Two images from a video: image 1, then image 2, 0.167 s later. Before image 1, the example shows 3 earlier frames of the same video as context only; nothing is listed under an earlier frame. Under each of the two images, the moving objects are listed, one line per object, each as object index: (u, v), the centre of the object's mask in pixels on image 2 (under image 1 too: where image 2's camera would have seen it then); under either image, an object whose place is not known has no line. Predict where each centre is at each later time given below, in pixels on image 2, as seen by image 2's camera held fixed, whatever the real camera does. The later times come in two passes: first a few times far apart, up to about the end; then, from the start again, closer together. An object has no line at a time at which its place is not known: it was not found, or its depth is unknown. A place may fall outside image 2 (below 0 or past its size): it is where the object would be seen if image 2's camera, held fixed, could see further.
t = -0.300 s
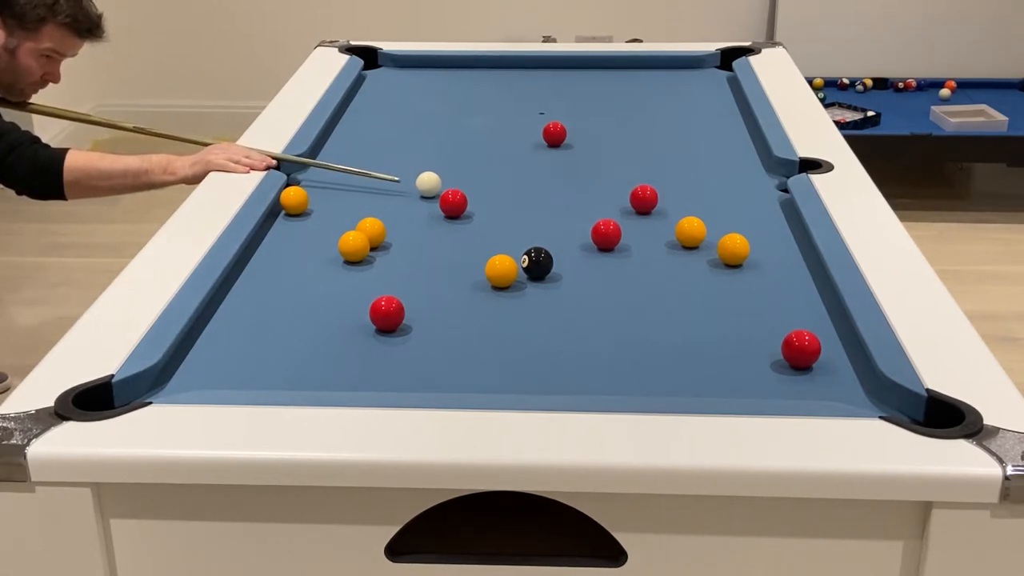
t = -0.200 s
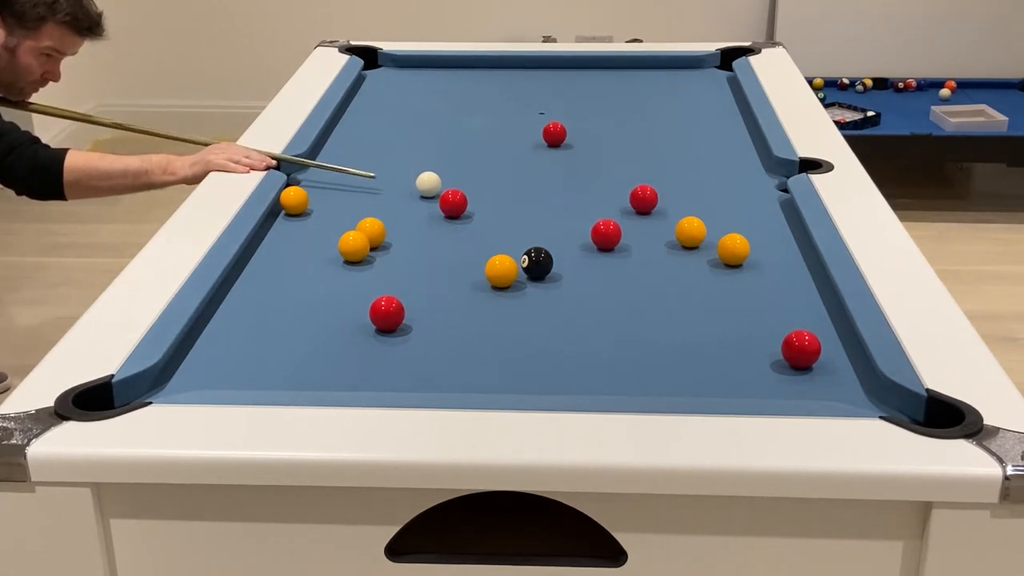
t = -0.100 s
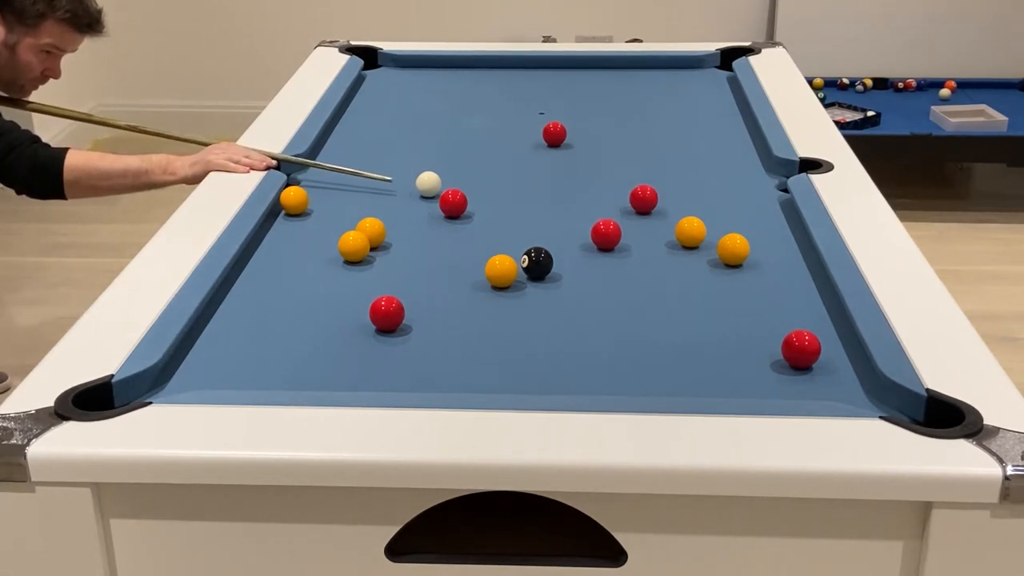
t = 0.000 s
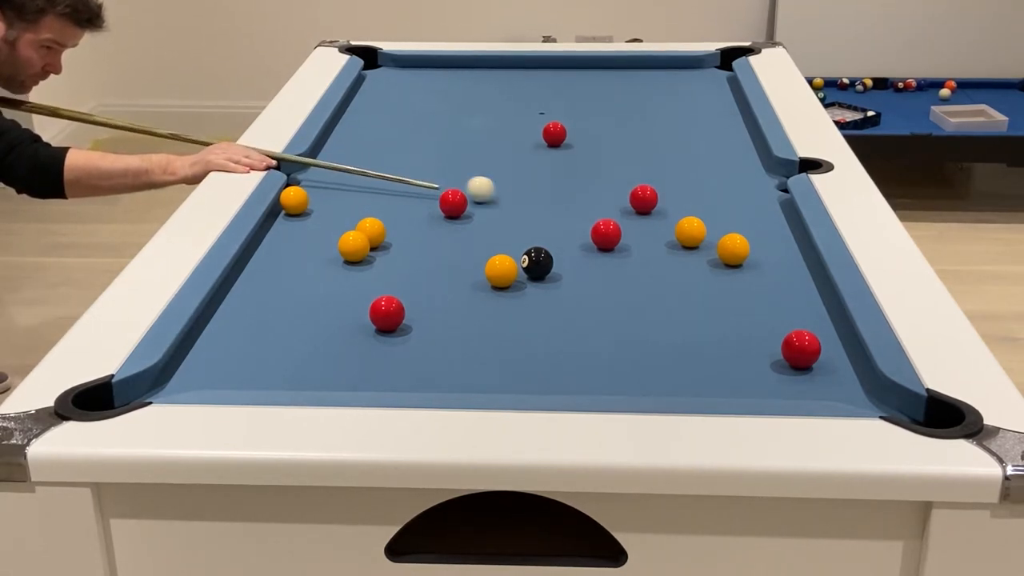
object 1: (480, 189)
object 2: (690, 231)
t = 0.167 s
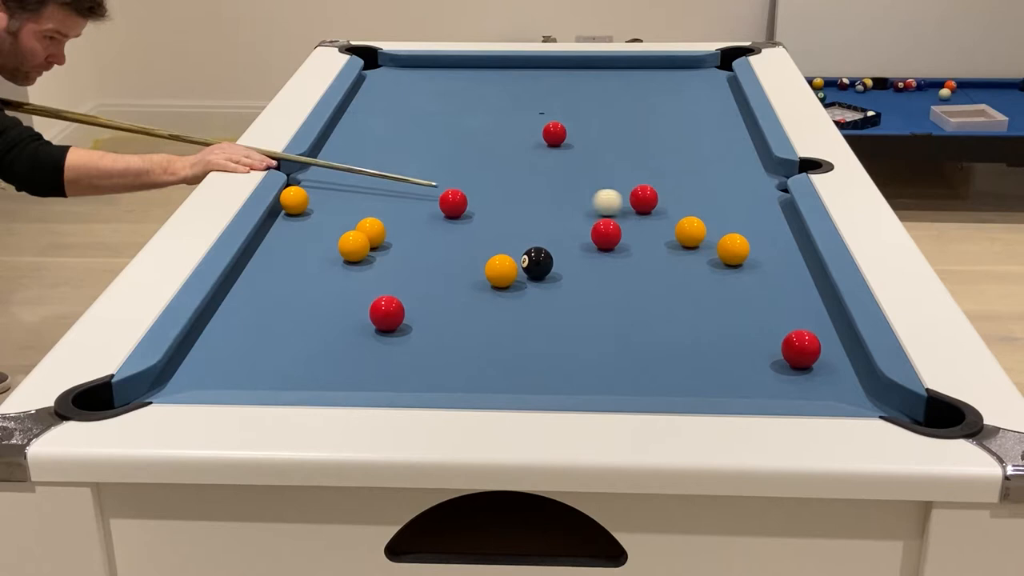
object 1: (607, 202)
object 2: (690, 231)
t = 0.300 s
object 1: (647, 218)
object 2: (690, 231)
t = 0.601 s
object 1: (656, 237)
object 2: (731, 234)
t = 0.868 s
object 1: (650, 249)
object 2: (763, 236)
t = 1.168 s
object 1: (643, 260)
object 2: (789, 238)
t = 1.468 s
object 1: (636, 269)
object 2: (786, 238)
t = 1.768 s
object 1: (632, 275)
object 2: (780, 238)
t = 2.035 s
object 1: (629, 279)
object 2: (779, 238)
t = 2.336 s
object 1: (628, 281)
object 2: (779, 238)
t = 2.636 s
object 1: (628, 280)
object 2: (779, 238)
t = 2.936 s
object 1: (628, 280)
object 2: (779, 238)
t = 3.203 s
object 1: (628, 280)
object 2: (779, 238)
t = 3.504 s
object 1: (628, 280)
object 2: (779, 238)
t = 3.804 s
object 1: (628, 280)
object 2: (779, 238)
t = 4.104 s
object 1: (628, 280)
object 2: (779, 238)
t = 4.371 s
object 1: (628, 280)
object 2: (779, 238)
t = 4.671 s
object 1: (628, 280)
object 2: (779, 238)
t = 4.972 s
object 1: (628, 281)
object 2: (779, 238)
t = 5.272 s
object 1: (628, 280)
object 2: (779, 238)
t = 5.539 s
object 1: (628, 280)
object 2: (779, 238)
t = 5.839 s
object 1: (628, 280)
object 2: (779, 238)
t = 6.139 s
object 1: (628, 281)
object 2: (779, 238)
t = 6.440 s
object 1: (628, 280)
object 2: (779, 238)
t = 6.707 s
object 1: (628, 280)
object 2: (779, 238)
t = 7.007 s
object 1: (628, 280)
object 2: (779, 238)
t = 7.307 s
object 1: (628, 280)
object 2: (779, 238)
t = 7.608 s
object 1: (628, 280)
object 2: (779, 238)
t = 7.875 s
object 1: (628, 280)
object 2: (779, 238)
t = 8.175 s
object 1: (628, 280)
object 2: (779, 238)
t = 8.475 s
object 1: (628, 280)
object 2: (779, 238)
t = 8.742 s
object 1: (628, 280)
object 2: (779, 238)
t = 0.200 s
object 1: (622, 206)
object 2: (690, 231)
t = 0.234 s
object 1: (630, 210)
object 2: (690, 231)
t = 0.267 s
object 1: (638, 214)
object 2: (690, 231)
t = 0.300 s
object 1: (647, 218)
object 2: (690, 231)
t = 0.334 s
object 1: (655, 222)
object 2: (690, 231)
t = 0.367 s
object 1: (663, 225)
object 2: (690, 232)
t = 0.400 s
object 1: (662, 227)
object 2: (699, 234)
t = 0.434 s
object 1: (660, 229)
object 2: (707, 235)
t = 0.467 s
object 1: (659, 230)
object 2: (713, 236)
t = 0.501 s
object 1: (659, 232)
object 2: (717, 235)
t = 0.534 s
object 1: (658, 233)
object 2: (722, 235)
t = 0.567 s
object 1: (657, 235)
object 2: (726, 234)
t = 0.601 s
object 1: (656, 237)
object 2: (731, 234)
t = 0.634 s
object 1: (655, 238)
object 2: (736, 234)
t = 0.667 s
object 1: (655, 240)
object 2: (740, 234)
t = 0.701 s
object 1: (654, 241)
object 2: (744, 234)
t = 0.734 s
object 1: (653, 243)
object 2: (748, 234)
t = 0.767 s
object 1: (652, 244)
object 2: (752, 235)
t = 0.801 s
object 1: (651, 246)
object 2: (756, 235)
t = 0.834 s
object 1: (651, 247)
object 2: (759, 236)
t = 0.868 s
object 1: (650, 249)
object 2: (763, 236)
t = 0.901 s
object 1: (649, 250)
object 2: (766, 237)
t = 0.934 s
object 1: (648, 252)
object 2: (769, 237)
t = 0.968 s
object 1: (647, 253)
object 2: (772, 238)
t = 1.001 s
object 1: (647, 254)
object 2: (775, 238)
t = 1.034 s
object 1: (646, 255)
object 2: (778, 238)
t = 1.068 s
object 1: (645, 257)
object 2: (781, 238)
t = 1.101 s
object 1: (644, 258)
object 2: (784, 238)
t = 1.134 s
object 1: (644, 259)
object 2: (787, 238)
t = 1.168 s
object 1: (643, 260)
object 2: (789, 238)
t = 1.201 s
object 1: (642, 261)
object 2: (792, 238)
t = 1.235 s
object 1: (641, 262)
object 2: (794, 238)
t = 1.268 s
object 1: (641, 264)
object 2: (793, 238)
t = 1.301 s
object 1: (640, 265)
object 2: (792, 238)
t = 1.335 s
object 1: (639, 266)
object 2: (790, 238)
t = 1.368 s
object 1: (638, 267)
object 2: (789, 238)
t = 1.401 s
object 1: (638, 268)
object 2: (788, 238)
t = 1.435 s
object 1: (637, 269)
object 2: (787, 238)
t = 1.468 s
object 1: (636, 269)
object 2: (786, 238)
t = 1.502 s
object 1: (636, 270)
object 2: (785, 238)
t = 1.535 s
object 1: (635, 271)
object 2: (784, 238)
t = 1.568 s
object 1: (635, 272)
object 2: (783, 238)
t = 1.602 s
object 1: (634, 273)
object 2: (782, 238)
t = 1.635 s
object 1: (634, 274)
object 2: (781, 238)
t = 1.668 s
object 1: (633, 274)
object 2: (781, 238)
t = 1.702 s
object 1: (632, 275)
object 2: (781, 238)
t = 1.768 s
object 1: (632, 275)
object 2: (780, 238)
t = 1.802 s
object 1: (632, 276)
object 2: (780, 238)
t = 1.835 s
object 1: (631, 277)
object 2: (779, 238)
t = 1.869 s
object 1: (631, 277)
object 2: (779, 238)
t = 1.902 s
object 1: (630, 277)
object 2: (779, 238)
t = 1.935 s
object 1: (630, 278)
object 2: (779, 238)
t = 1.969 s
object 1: (629, 278)
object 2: (779, 238)
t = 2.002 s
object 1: (629, 279)
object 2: (779, 238)
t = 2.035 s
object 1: (629, 279)
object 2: (779, 238)
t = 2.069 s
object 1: (629, 279)
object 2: (779, 238)
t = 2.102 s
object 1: (629, 280)
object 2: (779, 238)
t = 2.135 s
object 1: (629, 280)
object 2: (779, 238)
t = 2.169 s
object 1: (629, 280)
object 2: (779, 238)
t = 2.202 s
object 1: (628, 280)
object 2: (779, 238)
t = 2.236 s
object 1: (628, 280)
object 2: (779, 238)
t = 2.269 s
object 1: (628, 280)
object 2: (779, 238)
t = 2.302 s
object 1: (628, 281)
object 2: (779, 238)
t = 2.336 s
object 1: (628, 281)
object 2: (779, 238)
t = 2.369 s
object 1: (628, 281)
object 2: (779, 238)
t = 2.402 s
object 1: (628, 280)
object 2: (779, 238)
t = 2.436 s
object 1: (628, 280)
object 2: (779, 238)
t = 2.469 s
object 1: (628, 280)
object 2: (779, 238)
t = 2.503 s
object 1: (628, 280)
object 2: (779, 238)
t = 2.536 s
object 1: (628, 280)
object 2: (779, 238)
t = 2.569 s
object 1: (628, 280)
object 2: (779, 238)
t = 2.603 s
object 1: (628, 280)
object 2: (779, 238)
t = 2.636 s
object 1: (628, 280)
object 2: (779, 238)
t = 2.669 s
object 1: (628, 280)
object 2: (779, 238)
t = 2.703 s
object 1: (628, 280)
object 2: (779, 238)
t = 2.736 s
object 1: (628, 280)
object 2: (779, 238)
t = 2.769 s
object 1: (628, 280)
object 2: (779, 238)
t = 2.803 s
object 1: (628, 280)
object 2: (779, 238)
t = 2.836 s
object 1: (628, 281)
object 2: (779, 238)
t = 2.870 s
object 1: (628, 280)
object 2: (779, 238)
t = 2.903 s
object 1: (628, 280)
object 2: (779, 238)
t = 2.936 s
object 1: (628, 280)
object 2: (779, 238)
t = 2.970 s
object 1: (628, 280)
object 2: (779, 238)
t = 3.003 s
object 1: (628, 280)
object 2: (779, 238)
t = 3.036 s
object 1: (628, 280)
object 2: (779, 238)
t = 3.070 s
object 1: (628, 280)
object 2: (779, 238)
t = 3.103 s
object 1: (628, 280)
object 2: (779, 238)
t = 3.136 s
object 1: (628, 281)
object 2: (779, 238)
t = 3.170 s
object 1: (628, 280)
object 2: (779, 238)
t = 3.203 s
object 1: (628, 280)
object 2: (779, 238)
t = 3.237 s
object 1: (628, 280)
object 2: (779, 238)
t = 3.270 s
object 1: (628, 280)
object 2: (779, 238)
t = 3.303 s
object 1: (628, 280)
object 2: (779, 238)
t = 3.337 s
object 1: (628, 280)
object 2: (779, 238)
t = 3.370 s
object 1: (628, 280)
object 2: (779, 238)
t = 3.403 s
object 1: (628, 280)
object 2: (779, 238)
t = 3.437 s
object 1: (628, 280)
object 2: (779, 238)
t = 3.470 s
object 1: (628, 281)
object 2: (779, 238)
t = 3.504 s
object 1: (628, 280)
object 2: (779, 238)
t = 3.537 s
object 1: (628, 280)
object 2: (779, 238)
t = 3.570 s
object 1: (628, 280)
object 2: (779, 238)
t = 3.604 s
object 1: (628, 280)
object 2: (779, 238)
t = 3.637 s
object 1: (628, 280)
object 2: (779, 238)
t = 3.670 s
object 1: (628, 280)
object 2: (779, 238)
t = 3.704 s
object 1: (628, 280)
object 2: (779, 238)
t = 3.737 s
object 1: (628, 281)
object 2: (779, 238)
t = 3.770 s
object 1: (628, 280)
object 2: (779, 238)
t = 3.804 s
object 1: (628, 280)
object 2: (779, 238)
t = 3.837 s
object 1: (628, 280)
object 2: (779, 238)
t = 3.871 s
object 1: (628, 280)
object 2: (779, 238)
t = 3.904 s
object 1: (628, 280)
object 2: (779, 238)
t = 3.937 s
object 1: (628, 280)
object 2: (779, 238)
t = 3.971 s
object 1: (628, 281)
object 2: (779, 238)
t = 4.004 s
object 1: (628, 280)
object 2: (779, 238)
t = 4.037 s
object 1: (628, 280)
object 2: (779, 238)
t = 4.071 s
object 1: (628, 280)
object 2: (779, 238)
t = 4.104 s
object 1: (628, 280)
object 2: (779, 238)
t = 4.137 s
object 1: (628, 280)
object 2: (779, 238)
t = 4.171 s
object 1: (628, 280)
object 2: (779, 238)
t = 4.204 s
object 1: (628, 280)
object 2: (779, 238)
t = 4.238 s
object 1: (628, 280)
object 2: (779, 238)
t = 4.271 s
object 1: (628, 280)
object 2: (779, 238)
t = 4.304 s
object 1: (628, 280)
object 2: (779, 238)
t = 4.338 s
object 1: (628, 280)
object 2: (779, 238)
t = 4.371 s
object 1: (628, 280)
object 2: (779, 238)
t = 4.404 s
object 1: (628, 280)
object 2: (779, 238)
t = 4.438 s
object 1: (628, 280)
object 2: (779, 238)
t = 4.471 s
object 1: (628, 280)
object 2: (779, 238)
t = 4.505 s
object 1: (628, 280)
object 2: (779, 238)
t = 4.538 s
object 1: (628, 280)
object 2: (779, 238)
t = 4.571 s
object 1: (628, 280)
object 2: (779, 238)
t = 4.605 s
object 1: (628, 280)
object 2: (779, 238)
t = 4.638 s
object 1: (628, 280)
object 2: (779, 238)
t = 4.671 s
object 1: (628, 280)
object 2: (779, 238)
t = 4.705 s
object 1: (628, 281)
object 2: (779, 238)
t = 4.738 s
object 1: (628, 280)
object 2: (779, 238)
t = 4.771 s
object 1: (628, 280)
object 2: (779, 238)
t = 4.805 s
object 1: (628, 280)
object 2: (779, 238)
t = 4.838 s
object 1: (628, 280)
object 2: (779, 238)
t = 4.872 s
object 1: (628, 280)
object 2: (779, 238)
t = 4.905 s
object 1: (628, 280)
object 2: (779, 238)
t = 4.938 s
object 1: (628, 280)
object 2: (779, 238)
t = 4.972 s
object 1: (628, 281)
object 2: (779, 238)
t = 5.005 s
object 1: (628, 280)
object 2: (779, 238)
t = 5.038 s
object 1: (628, 280)
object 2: (779, 238)
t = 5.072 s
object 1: (628, 280)
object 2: (779, 238)
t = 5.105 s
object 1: (628, 280)
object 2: (779, 238)
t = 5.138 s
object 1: (628, 280)
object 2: (779, 238)
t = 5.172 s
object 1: (628, 280)
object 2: (779, 238)
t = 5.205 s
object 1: (628, 280)
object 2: (779, 238)
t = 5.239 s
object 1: (628, 280)
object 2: (779, 238)
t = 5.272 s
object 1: (628, 280)
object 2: (779, 238)
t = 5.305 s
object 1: (628, 280)
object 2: (779, 238)
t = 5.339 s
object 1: (628, 280)
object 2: (779, 238)
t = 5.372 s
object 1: (628, 280)
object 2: (779, 238)
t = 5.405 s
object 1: (628, 281)
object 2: (779, 238)
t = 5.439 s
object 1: (628, 280)
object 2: (779, 238)
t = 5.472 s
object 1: (628, 280)
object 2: (779, 238)
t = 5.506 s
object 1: (628, 280)
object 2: (779, 238)
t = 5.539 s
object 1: (628, 280)
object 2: (779, 238)
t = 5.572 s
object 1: (628, 280)
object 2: (779, 238)
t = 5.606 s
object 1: (628, 280)
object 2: (779, 238)
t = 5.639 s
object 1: (628, 281)
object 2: (779, 238)
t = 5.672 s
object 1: (628, 280)
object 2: (779, 238)
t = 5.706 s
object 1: (628, 280)
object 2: (779, 238)
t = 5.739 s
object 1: (628, 280)
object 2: (779, 238)
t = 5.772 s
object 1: (628, 280)
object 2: (779, 238)
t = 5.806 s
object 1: (628, 280)
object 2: (779, 238)
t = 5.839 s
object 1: (628, 280)
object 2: (779, 238)
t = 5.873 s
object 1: (628, 281)
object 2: (779, 238)
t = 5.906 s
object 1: (628, 280)
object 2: (779, 238)
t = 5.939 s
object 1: (628, 280)
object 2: (779, 238)
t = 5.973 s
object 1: (628, 280)
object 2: (779, 238)
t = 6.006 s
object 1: (628, 280)
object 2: (779, 238)
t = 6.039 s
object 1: (628, 280)
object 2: (779, 238)
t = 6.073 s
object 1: (628, 280)
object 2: (779, 238)
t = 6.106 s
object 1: (628, 281)
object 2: (779, 238)
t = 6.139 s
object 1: (628, 281)
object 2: (779, 238)
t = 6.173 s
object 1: (628, 281)
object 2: (779, 238)
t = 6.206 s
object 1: (628, 281)
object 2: (779, 238)
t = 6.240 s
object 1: (628, 281)
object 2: (779, 238)
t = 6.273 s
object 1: (628, 281)
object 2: (779, 238)
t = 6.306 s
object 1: (628, 281)
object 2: (779, 238)
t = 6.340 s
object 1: (628, 281)
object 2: (779, 238)
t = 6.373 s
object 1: (628, 281)
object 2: (779, 238)
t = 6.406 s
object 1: (628, 280)
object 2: (779, 238)
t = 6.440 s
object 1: (628, 280)
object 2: (779, 238)
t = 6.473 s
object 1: (628, 280)
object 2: (779, 238)
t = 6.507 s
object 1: (628, 280)
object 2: (779, 238)
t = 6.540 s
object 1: (628, 280)
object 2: (779, 238)
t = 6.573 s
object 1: (628, 280)
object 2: (779, 238)
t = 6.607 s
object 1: (628, 280)
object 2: (779, 238)
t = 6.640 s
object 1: (628, 280)
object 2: (779, 238)
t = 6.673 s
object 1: (628, 280)
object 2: (779, 238)
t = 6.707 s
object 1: (628, 280)
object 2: (779, 238)
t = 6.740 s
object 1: (628, 281)
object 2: (779, 238)
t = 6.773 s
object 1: (628, 281)
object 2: (779, 238)
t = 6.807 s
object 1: (628, 281)
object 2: (779, 238)
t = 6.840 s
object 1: (628, 280)
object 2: (779, 238)
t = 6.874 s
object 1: (628, 280)
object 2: (779, 238)
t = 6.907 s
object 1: (628, 280)
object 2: (779, 238)
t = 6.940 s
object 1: (628, 280)
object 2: (779, 238)
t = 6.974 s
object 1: (628, 280)
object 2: (779, 238)
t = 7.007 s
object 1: (628, 280)
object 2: (779, 238)
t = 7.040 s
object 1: (628, 280)
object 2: (779, 238)
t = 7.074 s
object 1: (628, 280)
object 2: (779, 238)
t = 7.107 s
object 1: (628, 280)
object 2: (779, 238)
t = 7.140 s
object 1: (628, 280)
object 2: (779, 238)
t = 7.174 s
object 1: (628, 280)
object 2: (779, 238)
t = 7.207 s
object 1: (628, 280)
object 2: (779, 238)
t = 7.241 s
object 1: (628, 281)
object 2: (779, 238)
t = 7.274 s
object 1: (628, 281)
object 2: (779, 238)
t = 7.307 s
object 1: (628, 280)
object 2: (779, 238)
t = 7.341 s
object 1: (628, 281)
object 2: (779, 238)
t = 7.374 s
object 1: (628, 281)
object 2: (779, 238)
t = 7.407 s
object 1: (628, 281)
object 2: (779, 238)
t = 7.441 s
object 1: (628, 281)
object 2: (779, 238)
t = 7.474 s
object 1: (628, 281)
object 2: (779, 238)
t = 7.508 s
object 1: (628, 280)
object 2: (779, 238)
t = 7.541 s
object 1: (628, 281)
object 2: (779, 238)
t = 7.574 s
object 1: (628, 281)
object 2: (779, 238)
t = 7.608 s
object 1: (628, 280)
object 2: (779, 238)
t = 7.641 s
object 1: (628, 281)
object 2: (779, 238)
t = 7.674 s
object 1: (628, 281)
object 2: (779, 238)
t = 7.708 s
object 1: (628, 281)
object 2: (779, 238)
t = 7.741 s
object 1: (628, 281)
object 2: (779, 238)
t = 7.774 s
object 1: (628, 281)
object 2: (779, 238)
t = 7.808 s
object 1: (628, 280)
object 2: (779, 238)
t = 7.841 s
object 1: (628, 281)
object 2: (779, 238)
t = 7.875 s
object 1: (628, 280)
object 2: (779, 238)
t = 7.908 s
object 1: (628, 280)
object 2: (779, 238)
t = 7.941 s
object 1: (628, 280)
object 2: (779, 238)
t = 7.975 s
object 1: (628, 281)
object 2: (779, 238)
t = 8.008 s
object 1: (628, 280)
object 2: (779, 238)
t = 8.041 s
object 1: (628, 280)
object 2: (779, 238)
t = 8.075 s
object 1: (628, 280)
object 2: (779, 238)
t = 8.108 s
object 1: (628, 281)
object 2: (779, 238)
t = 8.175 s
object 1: (628, 280)
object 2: (779, 238)
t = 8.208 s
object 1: (628, 280)
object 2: (779, 238)
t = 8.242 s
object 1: (628, 280)
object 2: (779, 238)
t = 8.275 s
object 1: (628, 280)
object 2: (779, 238)
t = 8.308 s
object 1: (628, 280)
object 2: (779, 238)
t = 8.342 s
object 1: (628, 281)
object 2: (779, 238)
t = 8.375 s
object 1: (628, 280)
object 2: (779, 238)
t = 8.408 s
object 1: (628, 281)
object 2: (779, 238)
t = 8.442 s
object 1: (628, 281)
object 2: (779, 238)
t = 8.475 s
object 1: (628, 280)
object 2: (779, 238)
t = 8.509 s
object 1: (628, 281)
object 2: (779, 238)
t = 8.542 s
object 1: (628, 281)
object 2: (779, 238)
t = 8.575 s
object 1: (628, 281)
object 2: (779, 238)
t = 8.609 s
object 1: (628, 281)
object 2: (779, 238)
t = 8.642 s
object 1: (628, 280)
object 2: (779, 238)
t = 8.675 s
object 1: (628, 280)
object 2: (779, 238)
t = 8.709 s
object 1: (628, 280)
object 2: (779, 238)
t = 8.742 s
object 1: (628, 280)
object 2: (779, 238)
